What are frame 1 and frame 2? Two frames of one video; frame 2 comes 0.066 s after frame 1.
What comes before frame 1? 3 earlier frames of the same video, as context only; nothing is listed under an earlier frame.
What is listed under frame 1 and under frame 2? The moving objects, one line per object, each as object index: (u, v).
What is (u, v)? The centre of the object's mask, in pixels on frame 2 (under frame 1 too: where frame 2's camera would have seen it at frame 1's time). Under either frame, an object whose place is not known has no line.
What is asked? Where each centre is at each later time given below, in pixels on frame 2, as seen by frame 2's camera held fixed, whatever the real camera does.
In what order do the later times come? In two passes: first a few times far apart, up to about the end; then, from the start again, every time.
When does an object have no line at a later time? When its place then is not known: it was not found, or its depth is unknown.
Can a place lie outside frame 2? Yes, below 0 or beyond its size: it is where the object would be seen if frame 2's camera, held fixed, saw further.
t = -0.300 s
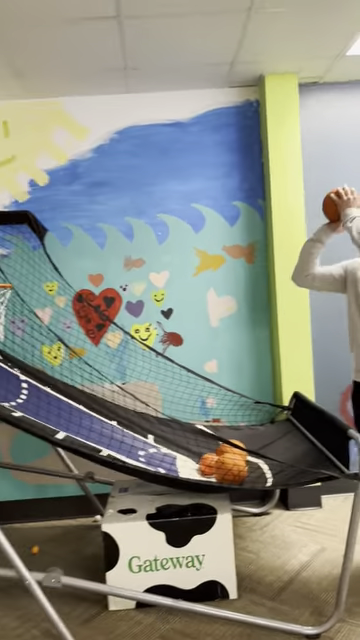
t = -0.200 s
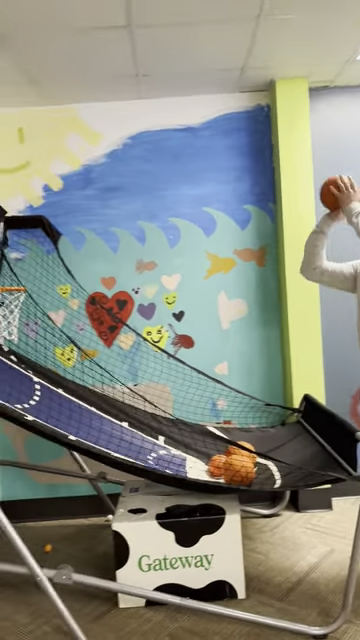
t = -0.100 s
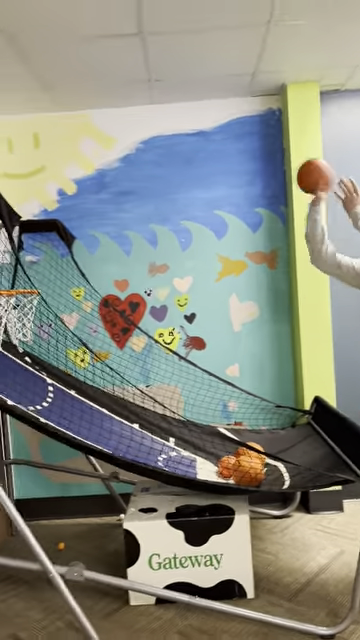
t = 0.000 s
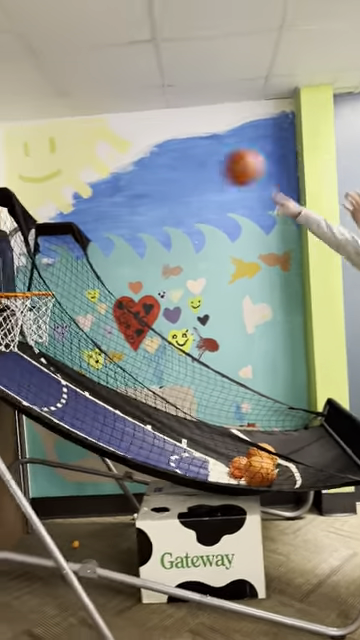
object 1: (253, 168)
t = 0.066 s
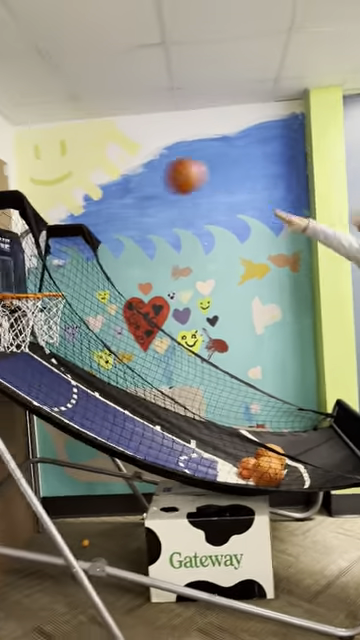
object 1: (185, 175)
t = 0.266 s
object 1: (-6, 248)
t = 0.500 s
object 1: (37, 258)
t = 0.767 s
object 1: (136, 332)
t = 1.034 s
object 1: (251, 494)
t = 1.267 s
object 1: (336, 460)
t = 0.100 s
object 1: (153, 182)
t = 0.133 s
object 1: (120, 191)
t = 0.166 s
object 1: (89, 201)
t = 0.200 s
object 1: (56, 215)
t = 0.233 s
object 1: (19, 232)
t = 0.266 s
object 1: (-6, 248)
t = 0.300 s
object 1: (-30, 265)
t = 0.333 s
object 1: (-15, 278)
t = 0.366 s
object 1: (-5, 277)
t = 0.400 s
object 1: (5, 269)
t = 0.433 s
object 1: (14, 264)
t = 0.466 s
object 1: (26, 260)
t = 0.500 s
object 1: (37, 258)
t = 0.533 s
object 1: (50, 259)
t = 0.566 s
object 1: (62, 261)
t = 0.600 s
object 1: (73, 268)
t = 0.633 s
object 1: (86, 276)
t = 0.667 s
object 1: (98, 287)
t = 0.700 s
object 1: (111, 300)
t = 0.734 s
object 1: (124, 316)
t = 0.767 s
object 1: (136, 332)
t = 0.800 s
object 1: (150, 352)
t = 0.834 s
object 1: (164, 375)
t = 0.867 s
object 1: (178, 400)
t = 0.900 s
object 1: (196, 422)
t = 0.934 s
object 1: (210, 451)
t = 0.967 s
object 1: (227, 482)
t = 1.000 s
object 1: (239, 499)
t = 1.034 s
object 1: (251, 494)
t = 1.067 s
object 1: (262, 482)
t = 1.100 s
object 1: (275, 474)
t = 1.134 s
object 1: (286, 467)
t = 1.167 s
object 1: (299, 463)
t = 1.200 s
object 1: (311, 458)
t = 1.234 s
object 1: (325, 458)
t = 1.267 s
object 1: (336, 460)
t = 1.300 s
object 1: (348, 463)
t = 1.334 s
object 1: (347, 463)
